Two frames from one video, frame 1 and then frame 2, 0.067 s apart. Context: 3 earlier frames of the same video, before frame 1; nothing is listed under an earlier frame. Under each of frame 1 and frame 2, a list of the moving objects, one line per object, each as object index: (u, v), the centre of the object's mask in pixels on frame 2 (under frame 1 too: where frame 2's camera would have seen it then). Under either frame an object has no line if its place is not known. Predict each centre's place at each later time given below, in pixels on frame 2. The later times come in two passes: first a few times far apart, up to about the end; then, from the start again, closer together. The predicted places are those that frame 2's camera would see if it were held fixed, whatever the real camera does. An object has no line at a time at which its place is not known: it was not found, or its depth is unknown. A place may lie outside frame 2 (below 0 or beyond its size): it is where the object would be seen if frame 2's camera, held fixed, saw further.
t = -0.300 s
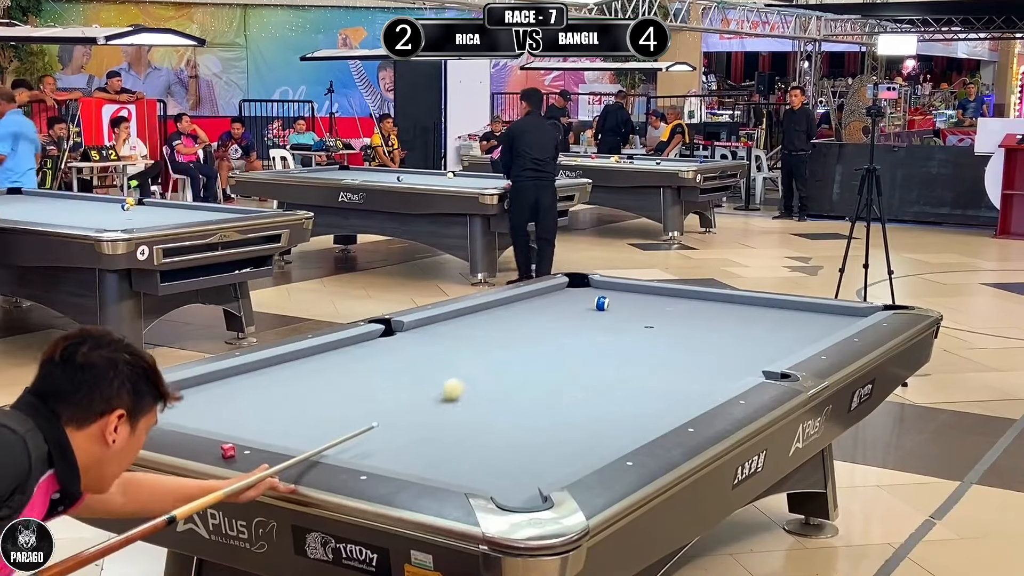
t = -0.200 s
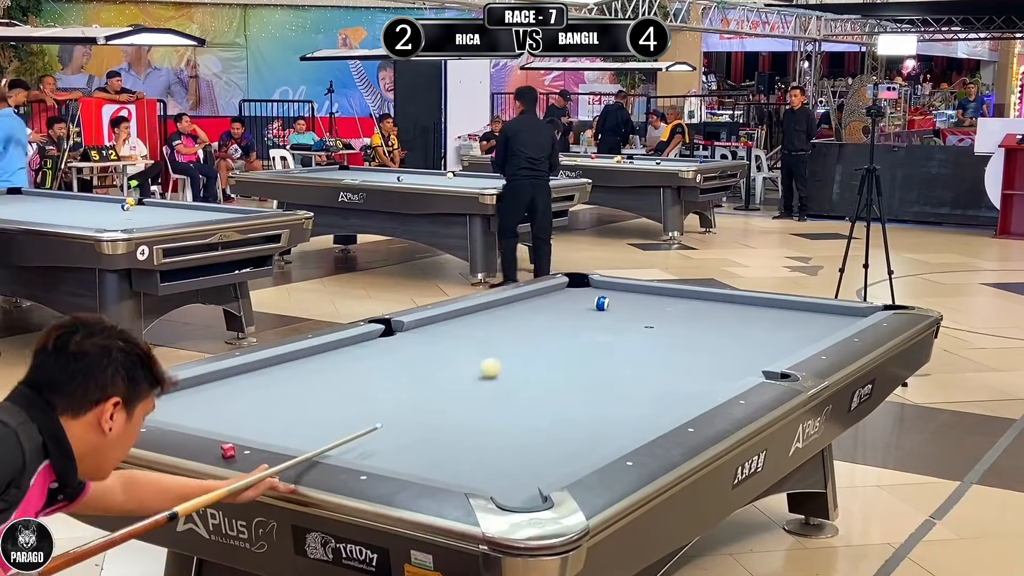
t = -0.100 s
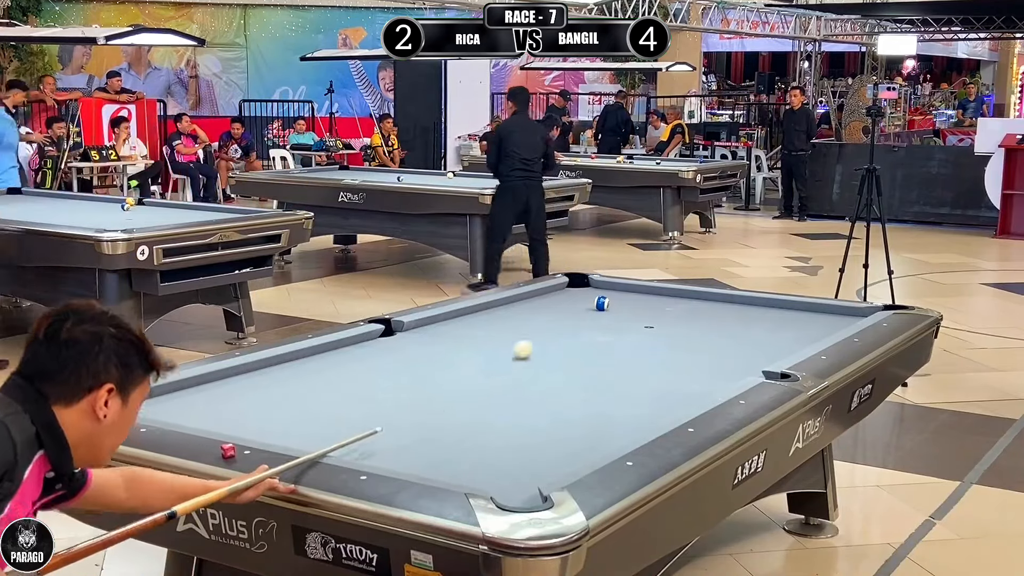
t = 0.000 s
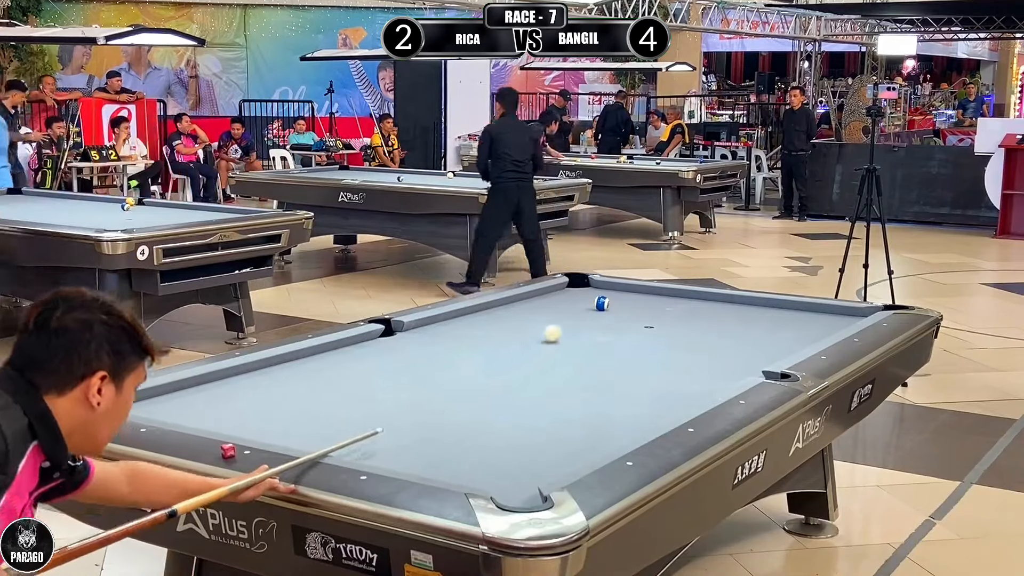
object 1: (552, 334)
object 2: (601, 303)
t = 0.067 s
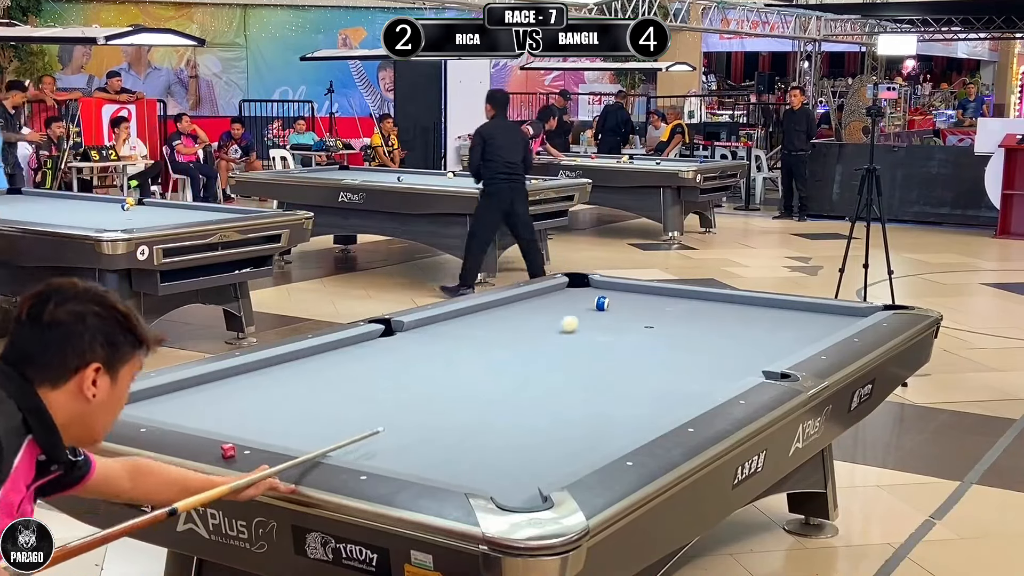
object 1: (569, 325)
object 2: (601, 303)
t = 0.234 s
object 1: (607, 306)
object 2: (599, 300)
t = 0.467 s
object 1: (661, 303)
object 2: (589, 284)
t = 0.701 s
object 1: (711, 296)
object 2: (557, 290)
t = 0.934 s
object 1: (712, 301)
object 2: (549, 297)
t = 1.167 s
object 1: (709, 307)
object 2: (539, 303)
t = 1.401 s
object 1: (707, 313)
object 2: (529, 310)
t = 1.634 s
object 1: (705, 319)
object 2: (518, 318)
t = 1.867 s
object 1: (703, 325)
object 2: (508, 325)
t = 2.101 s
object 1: (700, 331)
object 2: (498, 333)
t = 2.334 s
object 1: (698, 337)
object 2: (487, 341)
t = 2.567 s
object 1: (696, 343)
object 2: (477, 349)
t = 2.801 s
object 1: (694, 349)
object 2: (466, 358)
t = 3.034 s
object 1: (692, 355)
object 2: (455, 366)
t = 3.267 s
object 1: (690, 361)
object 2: (444, 376)
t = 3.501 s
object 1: (689, 367)
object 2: (434, 385)
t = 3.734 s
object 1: (687, 373)
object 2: (424, 394)
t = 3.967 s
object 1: (686, 378)
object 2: (414, 404)
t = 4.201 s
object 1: (686, 384)
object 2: (403, 413)
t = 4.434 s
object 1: (685, 389)
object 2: (394, 423)
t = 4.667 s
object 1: (685, 395)
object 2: (384, 433)
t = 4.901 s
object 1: (684, 399)
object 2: (374, 443)
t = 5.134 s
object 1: (684, 402)
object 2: (366, 452)
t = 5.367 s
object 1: (681, 405)
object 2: (359, 456)
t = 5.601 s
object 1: (673, 408)
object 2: (374, 456)
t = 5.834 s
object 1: (666, 410)
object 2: (387, 456)
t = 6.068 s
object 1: (661, 412)
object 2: (399, 455)
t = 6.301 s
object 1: (658, 414)
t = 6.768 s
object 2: (423, 451)
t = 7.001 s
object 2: (427, 450)
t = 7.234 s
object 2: (430, 449)
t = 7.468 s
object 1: (657, 414)
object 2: (431, 449)
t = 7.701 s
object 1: (657, 414)
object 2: (431, 450)
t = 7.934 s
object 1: (657, 414)
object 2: (431, 450)
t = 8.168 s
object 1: (657, 414)
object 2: (431, 450)
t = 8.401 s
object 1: (657, 414)
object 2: (431, 450)
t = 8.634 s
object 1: (657, 414)
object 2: (431, 450)
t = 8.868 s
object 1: (657, 414)
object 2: (431, 450)
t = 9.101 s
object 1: (657, 414)
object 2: (431, 450)
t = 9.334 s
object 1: (657, 414)
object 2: (431, 450)
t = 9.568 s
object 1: (657, 414)
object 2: (431, 450)
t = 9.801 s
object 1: (657, 414)
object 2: (431, 450)
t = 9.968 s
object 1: (657, 414)
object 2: (431, 450)
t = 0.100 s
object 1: (577, 320)
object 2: (601, 303)
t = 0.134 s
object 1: (585, 316)
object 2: (601, 303)
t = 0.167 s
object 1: (592, 312)
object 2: (602, 302)
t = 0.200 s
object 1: (600, 307)
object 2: (603, 299)
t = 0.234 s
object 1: (607, 306)
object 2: (599, 300)
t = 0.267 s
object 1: (615, 306)
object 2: (600, 298)
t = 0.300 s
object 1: (623, 306)
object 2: (599, 294)
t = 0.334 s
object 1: (631, 305)
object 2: (598, 292)
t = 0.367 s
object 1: (639, 305)
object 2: (597, 289)
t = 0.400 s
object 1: (647, 304)
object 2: (596, 286)
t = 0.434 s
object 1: (654, 304)
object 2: (595, 284)
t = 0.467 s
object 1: (661, 303)
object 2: (589, 284)
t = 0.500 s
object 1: (669, 302)
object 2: (580, 285)
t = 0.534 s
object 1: (676, 301)
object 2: (575, 285)
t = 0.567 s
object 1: (683, 300)
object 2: (568, 286)
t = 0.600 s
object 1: (690, 299)
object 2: (561, 287)
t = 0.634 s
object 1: (697, 298)
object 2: (560, 288)
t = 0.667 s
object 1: (704, 297)
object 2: (558, 289)
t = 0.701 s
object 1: (711, 296)
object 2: (557, 290)
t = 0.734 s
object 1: (714, 296)
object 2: (555, 291)
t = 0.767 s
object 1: (714, 297)
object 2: (555, 292)
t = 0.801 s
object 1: (713, 298)
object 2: (553, 294)
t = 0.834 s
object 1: (713, 299)
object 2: (553, 293)
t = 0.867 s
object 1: (712, 300)
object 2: (551, 294)
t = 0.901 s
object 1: (712, 301)
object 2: (549, 295)
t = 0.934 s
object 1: (712, 301)
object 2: (549, 297)
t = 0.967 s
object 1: (711, 302)
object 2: (546, 298)
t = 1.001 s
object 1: (711, 303)
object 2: (546, 298)
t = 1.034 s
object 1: (711, 304)
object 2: (544, 299)
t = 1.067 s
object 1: (711, 305)
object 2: (543, 300)
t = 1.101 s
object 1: (710, 306)
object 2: (541, 301)
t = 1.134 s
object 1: (710, 306)
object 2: (540, 302)
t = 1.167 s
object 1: (709, 307)
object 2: (539, 303)
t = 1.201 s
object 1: (709, 308)
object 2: (536, 304)
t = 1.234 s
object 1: (709, 309)
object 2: (535, 305)
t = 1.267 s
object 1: (709, 310)
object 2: (534, 306)
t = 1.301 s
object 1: (708, 311)
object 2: (533, 307)
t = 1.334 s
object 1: (708, 311)
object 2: (531, 308)
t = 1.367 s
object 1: (708, 312)
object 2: (529, 310)
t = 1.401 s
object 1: (707, 313)
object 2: (529, 310)
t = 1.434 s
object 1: (707, 314)
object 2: (527, 311)
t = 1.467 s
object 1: (707, 315)
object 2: (526, 312)
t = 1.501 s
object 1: (707, 316)
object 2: (524, 313)
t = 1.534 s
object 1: (706, 317)
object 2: (523, 315)
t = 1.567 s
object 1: (706, 317)
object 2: (522, 316)
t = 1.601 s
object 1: (706, 318)
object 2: (520, 317)
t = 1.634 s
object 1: (705, 319)
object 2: (518, 318)
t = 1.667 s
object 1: (705, 320)
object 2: (517, 318)
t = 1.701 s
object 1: (705, 321)
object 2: (515, 320)
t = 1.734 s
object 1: (704, 322)
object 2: (515, 321)
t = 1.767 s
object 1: (704, 322)
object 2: (513, 322)
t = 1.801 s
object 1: (704, 323)
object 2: (511, 323)
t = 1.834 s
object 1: (703, 324)
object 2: (510, 324)
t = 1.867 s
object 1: (703, 325)
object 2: (508, 325)
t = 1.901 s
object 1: (702, 326)
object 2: (507, 326)
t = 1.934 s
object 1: (702, 327)
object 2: (505, 327)
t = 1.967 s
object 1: (702, 328)
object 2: (504, 328)
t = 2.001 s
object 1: (701, 328)
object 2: (502, 330)
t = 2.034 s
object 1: (701, 329)
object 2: (501, 331)
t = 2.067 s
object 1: (701, 330)
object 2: (500, 332)
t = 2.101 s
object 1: (700, 331)
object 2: (498, 333)
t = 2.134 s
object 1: (700, 332)
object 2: (496, 334)
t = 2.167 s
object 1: (700, 333)
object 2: (495, 335)
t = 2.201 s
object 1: (699, 334)
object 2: (493, 336)
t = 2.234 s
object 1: (699, 334)
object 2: (492, 337)
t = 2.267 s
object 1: (699, 335)
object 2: (490, 339)
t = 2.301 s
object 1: (698, 336)
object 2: (488, 340)
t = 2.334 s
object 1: (698, 337)
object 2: (487, 341)
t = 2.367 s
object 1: (698, 338)
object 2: (486, 342)
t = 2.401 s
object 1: (697, 339)
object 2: (484, 343)
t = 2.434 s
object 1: (697, 339)
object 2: (483, 344)
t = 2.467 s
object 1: (697, 340)
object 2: (481, 345)
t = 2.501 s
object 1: (696, 341)
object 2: (480, 347)
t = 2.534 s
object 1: (696, 342)
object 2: (478, 348)
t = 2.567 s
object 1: (696, 343)
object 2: (477, 349)
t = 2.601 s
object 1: (695, 344)
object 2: (475, 350)
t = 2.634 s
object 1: (695, 345)
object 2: (473, 352)
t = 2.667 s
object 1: (695, 345)
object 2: (472, 353)
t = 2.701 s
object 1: (695, 346)
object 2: (470, 354)
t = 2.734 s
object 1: (694, 347)
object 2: (469, 355)
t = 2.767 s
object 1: (694, 348)
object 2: (467, 357)
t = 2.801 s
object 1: (694, 349)
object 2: (466, 358)
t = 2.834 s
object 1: (693, 350)
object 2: (464, 359)
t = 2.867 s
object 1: (693, 351)
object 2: (462, 360)
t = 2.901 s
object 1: (693, 352)
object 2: (461, 361)
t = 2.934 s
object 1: (693, 352)
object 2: (460, 362)
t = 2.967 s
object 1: (692, 353)
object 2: (458, 364)
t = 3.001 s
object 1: (692, 354)
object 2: (456, 366)
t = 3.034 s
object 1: (692, 355)
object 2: (455, 366)
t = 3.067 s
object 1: (691, 356)
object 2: (453, 368)
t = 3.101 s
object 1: (691, 357)
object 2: (452, 369)
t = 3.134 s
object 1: (691, 357)
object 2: (450, 371)
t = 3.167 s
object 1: (691, 358)
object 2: (449, 372)
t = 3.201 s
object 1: (691, 359)
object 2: (448, 373)
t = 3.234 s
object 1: (690, 360)
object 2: (446, 374)
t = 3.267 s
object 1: (690, 361)
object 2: (444, 376)
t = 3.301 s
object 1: (690, 362)
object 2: (443, 377)
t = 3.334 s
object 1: (690, 363)
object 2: (441, 378)
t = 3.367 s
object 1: (689, 363)
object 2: (440, 380)
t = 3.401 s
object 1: (689, 364)
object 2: (438, 381)
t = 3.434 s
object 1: (689, 365)
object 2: (437, 382)
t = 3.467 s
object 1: (689, 366)
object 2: (435, 384)
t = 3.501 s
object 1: (689, 367)
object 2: (434, 385)
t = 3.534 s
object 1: (688, 367)
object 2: (433, 386)
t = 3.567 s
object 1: (688, 368)
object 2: (431, 388)
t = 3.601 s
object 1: (688, 369)
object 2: (429, 389)
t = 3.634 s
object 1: (688, 370)
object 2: (428, 390)
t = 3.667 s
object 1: (687, 371)
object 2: (427, 391)
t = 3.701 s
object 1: (687, 372)
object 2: (425, 393)
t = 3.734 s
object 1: (687, 373)
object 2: (424, 394)
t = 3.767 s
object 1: (687, 373)
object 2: (422, 396)
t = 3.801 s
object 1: (687, 374)
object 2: (421, 397)
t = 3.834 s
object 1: (687, 375)
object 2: (419, 398)
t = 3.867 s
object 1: (687, 376)
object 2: (418, 400)
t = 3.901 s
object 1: (687, 377)
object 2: (416, 401)
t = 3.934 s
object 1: (686, 377)
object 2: (415, 402)
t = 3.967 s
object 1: (686, 378)
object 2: (414, 404)
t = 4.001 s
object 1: (686, 379)
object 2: (412, 405)
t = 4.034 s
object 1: (686, 380)
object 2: (411, 407)
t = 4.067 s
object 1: (686, 381)
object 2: (409, 408)
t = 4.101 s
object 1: (686, 382)
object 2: (408, 409)
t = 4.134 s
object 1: (686, 382)
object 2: (406, 411)
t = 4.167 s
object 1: (686, 383)
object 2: (405, 412)
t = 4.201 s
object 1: (686, 384)
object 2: (403, 413)
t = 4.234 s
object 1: (686, 385)
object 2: (402, 415)
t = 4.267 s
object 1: (685, 386)
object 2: (400, 417)
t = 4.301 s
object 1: (685, 386)
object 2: (399, 418)
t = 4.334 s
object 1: (685, 387)
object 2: (398, 419)
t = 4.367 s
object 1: (685, 388)
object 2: (397, 421)
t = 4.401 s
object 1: (685, 388)
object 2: (395, 422)
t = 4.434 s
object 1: (685, 389)
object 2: (394, 423)
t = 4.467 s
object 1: (685, 390)
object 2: (392, 425)
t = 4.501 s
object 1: (685, 391)
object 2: (391, 426)
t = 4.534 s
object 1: (685, 392)
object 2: (389, 427)
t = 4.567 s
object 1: (685, 393)
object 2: (388, 429)
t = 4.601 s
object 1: (685, 394)
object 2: (387, 431)
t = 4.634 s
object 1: (685, 394)
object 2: (386, 432)
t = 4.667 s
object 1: (685, 395)
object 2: (384, 433)
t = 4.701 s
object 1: (685, 396)
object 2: (382, 435)
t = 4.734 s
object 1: (684, 396)
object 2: (381, 436)
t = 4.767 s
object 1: (684, 397)
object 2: (380, 438)
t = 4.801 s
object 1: (684, 397)
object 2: (378, 439)
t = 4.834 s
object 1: (685, 398)
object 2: (377, 440)
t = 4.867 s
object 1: (684, 399)
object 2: (376, 442)
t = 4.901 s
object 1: (684, 399)
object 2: (374, 443)
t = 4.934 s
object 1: (684, 400)
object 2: (373, 445)
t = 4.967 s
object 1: (684, 400)
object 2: (372, 446)
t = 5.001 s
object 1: (684, 400)
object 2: (370, 448)
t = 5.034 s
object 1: (684, 401)
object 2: (369, 449)
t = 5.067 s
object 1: (684, 402)
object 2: (368, 450)
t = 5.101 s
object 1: (684, 402)
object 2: (367, 451)
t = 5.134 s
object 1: (684, 402)
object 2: (366, 452)
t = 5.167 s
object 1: (683, 403)
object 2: (364, 453)
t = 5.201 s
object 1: (683, 403)
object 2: (363, 453)
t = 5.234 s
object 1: (683, 404)
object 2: (362, 454)
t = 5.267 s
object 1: (683, 404)
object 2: (360, 455)
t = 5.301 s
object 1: (683, 404)
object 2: (359, 455)
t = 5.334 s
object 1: (683, 405)
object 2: (359, 455)
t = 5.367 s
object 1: (681, 405)
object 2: (359, 456)
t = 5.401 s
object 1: (680, 405)
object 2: (361, 456)
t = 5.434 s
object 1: (679, 405)
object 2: (363, 456)
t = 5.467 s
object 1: (678, 406)
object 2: (365, 456)
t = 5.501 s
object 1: (677, 406)
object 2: (367, 456)
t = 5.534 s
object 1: (675, 407)
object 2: (370, 456)
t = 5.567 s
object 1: (674, 407)
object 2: (371, 456)
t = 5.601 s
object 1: (673, 408)
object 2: (374, 456)
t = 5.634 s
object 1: (672, 408)
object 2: (376, 456)
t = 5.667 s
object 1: (671, 408)
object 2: (378, 456)
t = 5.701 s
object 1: (670, 409)
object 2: (379, 456)
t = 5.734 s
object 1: (669, 409)
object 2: (381, 456)
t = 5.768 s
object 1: (668, 409)
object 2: (383, 456)
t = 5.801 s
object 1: (667, 409)
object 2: (385, 456)
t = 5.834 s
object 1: (666, 410)
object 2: (387, 456)
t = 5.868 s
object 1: (666, 410)
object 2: (389, 456)
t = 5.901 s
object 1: (665, 410)
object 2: (390, 455)
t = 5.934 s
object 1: (665, 411)
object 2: (392, 455)
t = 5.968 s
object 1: (664, 411)
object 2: (394, 455)
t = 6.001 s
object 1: (663, 411)
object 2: (395, 455)
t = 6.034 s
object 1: (662, 411)
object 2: (397, 455)
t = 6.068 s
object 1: (661, 412)
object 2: (399, 455)
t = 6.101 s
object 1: (661, 412)
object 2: (403, 457)
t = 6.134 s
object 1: (660, 412)
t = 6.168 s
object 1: (659, 412)
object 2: (401, 453)
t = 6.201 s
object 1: (659, 413)
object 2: (408, 450)
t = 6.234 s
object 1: (659, 413)
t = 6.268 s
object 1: (658, 413)
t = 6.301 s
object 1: (658, 414)
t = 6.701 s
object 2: (420, 452)
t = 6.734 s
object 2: (422, 451)
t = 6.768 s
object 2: (423, 451)
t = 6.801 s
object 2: (423, 450)
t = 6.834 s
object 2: (424, 450)
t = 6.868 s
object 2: (425, 450)
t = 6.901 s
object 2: (425, 450)
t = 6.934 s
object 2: (426, 450)
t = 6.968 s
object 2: (427, 450)
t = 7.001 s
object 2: (427, 450)
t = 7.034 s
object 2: (428, 450)
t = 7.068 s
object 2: (428, 450)
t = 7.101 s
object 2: (429, 450)
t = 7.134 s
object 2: (429, 450)
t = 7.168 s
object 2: (430, 449)
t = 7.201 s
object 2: (430, 449)
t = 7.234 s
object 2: (430, 449)
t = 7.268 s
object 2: (430, 449)
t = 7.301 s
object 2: (431, 449)
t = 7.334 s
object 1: (654, 414)
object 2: (431, 449)
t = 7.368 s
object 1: (656, 414)
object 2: (431, 450)
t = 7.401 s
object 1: (657, 414)
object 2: (431, 449)
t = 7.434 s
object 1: (657, 414)
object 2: (431, 450)
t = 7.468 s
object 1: (657, 414)
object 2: (431, 449)
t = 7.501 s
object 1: (657, 414)
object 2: (431, 450)
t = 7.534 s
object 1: (657, 414)
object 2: (431, 450)
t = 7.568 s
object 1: (657, 414)
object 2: (431, 450)
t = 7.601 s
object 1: (657, 414)
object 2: (431, 450)
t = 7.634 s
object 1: (657, 414)
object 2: (431, 450)
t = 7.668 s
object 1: (657, 414)
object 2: (431, 450)
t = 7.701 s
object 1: (657, 414)
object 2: (431, 450)
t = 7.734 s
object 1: (657, 414)
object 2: (431, 450)
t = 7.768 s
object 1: (657, 414)
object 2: (431, 450)
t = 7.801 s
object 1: (657, 414)
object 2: (431, 449)
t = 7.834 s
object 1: (657, 414)
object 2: (431, 450)
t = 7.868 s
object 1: (657, 414)
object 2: (431, 449)
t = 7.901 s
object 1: (657, 414)
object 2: (431, 449)
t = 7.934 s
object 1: (657, 414)
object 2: (431, 450)
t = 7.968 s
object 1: (657, 414)
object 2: (431, 449)
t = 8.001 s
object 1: (657, 414)
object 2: (431, 449)
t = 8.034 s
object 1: (657, 414)
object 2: (431, 449)
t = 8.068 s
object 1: (657, 414)
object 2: (431, 450)
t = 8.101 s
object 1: (657, 414)
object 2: (431, 449)
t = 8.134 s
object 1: (657, 414)
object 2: (431, 450)
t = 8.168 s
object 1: (657, 414)
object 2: (431, 450)
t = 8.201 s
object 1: (657, 414)
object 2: (431, 450)
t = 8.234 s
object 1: (657, 414)
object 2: (431, 450)
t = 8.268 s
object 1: (657, 414)
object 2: (431, 450)
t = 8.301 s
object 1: (657, 414)
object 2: (431, 450)
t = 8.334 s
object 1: (657, 414)
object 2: (431, 450)
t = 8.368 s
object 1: (657, 414)
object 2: (431, 450)
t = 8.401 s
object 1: (657, 414)
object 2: (431, 450)
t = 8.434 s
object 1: (657, 414)
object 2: (431, 450)
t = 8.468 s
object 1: (657, 414)
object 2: (431, 450)
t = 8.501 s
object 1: (657, 414)
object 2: (431, 450)
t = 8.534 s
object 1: (657, 414)
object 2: (431, 450)
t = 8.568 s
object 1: (657, 414)
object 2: (431, 450)
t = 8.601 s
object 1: (657, 414)
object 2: (431, 450)
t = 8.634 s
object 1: (657, 414)
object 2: (431, 450)
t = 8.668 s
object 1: (657, 414)
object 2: (431, 450)
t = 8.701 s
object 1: (657, 414)
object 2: (431, 450)
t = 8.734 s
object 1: (657, 414)
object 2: (431, 450)
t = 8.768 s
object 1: (657, 414)
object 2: (431, 450)
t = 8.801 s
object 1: (657, 414)
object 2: (431, 450)
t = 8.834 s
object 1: (657, 414)
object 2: (431, 450)
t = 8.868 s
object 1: (657, 414)
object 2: (431, 450)
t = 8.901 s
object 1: (657, 414)
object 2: (431, 450)
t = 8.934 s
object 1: (657, 414)
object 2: (431, 450)
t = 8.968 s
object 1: (657, 414)
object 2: (431, 450)
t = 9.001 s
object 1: (657, 414)
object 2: (431, 450)
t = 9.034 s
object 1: (657, 414)
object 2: (431, 450)
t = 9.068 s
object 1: (657, 414)
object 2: (431, 450)
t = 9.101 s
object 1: (657, 414)
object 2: (431, 450)
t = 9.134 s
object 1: (657, 414)
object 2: (431, 450)
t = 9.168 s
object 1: (657, 414)
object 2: (431, 450)
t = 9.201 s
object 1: (657, 414)
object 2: (431, 450)
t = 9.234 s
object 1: (657, 414)
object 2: (431, 450)
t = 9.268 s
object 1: (657, 414)
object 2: (431, 450)
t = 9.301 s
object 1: (657, 414)
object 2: (431, 450)
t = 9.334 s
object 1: (657, 414)
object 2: (431, 450)
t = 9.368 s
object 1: (657, 414)
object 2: (431, 450)
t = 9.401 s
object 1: (657, 414)
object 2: (431, 450)
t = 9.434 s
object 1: (657, 414)
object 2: (431, 450)
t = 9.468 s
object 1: (657, 414)
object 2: (431, 450)
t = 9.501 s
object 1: (657, 414)
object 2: (431, 450)
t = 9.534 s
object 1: (657, 414)
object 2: (431, 450)
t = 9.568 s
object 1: (657, 414)
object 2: (431, 450)
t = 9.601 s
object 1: (657, 414)
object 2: (431, 450)
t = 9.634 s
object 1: (657, 414)
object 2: (431, 450)
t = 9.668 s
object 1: (657, 414)
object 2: (431, 450)
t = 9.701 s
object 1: (657, 414)
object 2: (431, 450)
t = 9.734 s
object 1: (657, 414)
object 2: (431, 450)
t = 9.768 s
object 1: (657, 414)
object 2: (431, 450)
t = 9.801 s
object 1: (657, 414)
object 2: (431, 450)
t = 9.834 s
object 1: (657, 414)
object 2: (431, 450)
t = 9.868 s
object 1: (657, 414)
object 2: (431, 450)
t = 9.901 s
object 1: (657, 414)
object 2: (431, 450)
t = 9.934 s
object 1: (657, 414)
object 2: (431, 450)
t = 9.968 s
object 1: (657, 414)
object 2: (431, 450)
